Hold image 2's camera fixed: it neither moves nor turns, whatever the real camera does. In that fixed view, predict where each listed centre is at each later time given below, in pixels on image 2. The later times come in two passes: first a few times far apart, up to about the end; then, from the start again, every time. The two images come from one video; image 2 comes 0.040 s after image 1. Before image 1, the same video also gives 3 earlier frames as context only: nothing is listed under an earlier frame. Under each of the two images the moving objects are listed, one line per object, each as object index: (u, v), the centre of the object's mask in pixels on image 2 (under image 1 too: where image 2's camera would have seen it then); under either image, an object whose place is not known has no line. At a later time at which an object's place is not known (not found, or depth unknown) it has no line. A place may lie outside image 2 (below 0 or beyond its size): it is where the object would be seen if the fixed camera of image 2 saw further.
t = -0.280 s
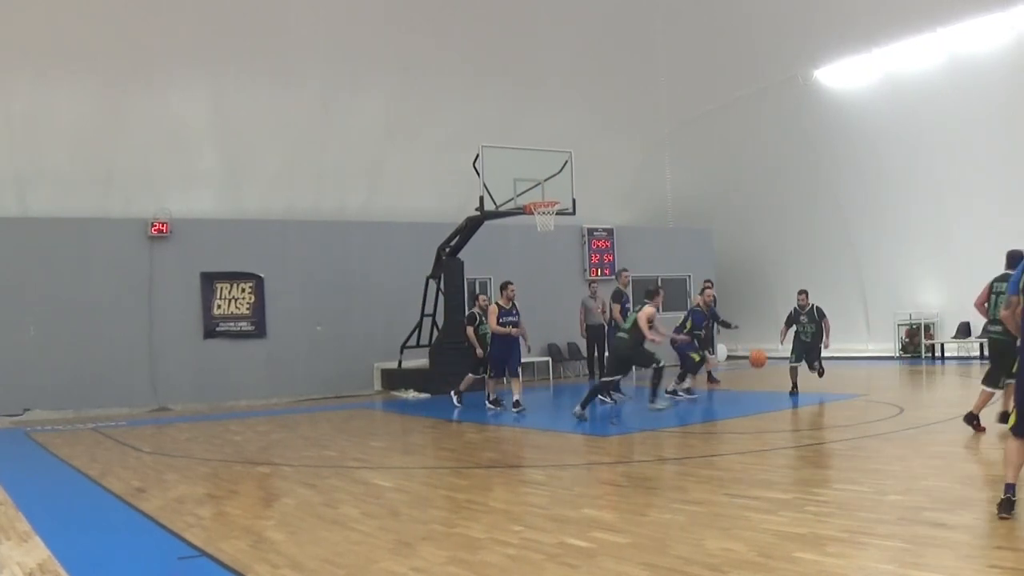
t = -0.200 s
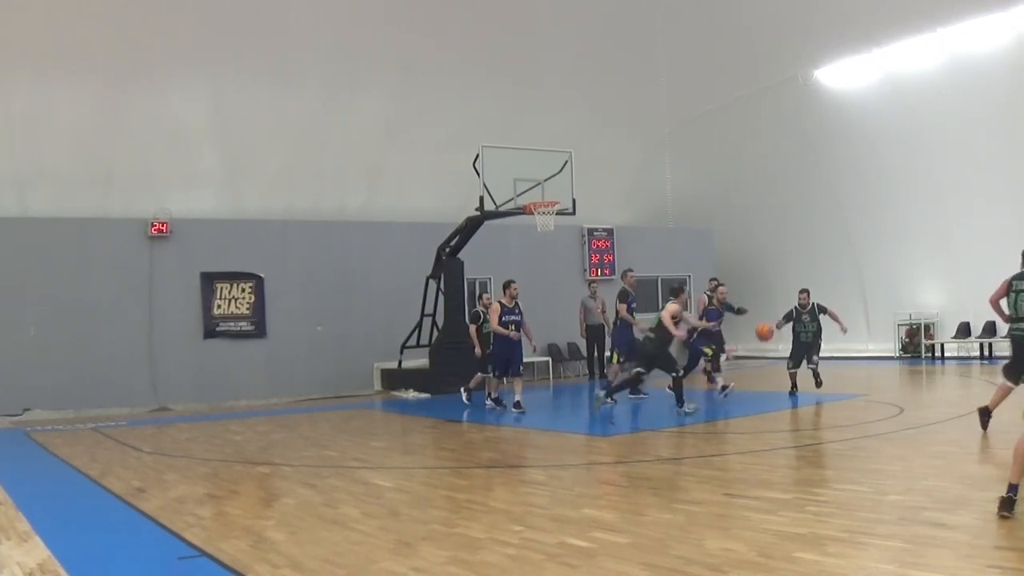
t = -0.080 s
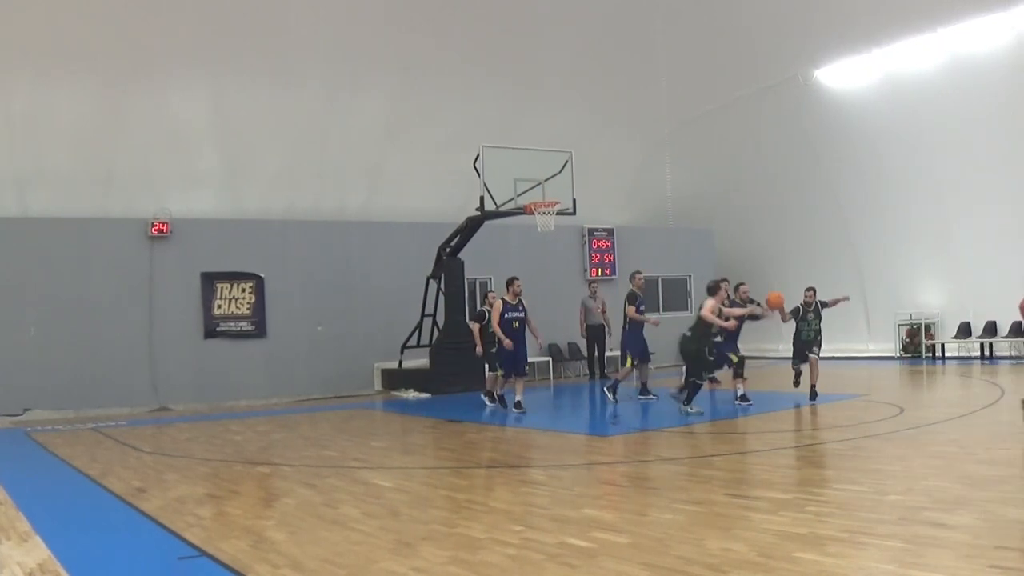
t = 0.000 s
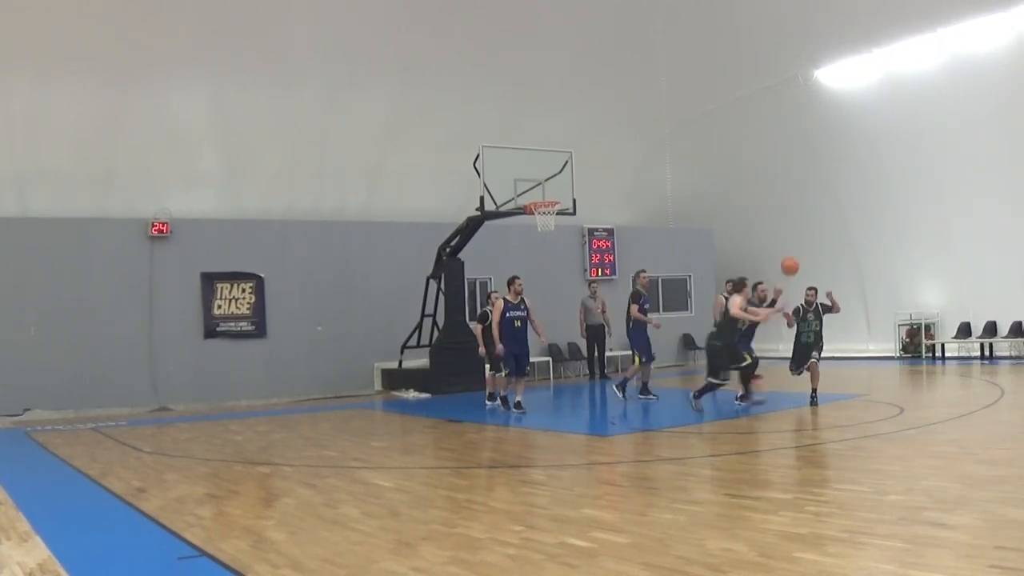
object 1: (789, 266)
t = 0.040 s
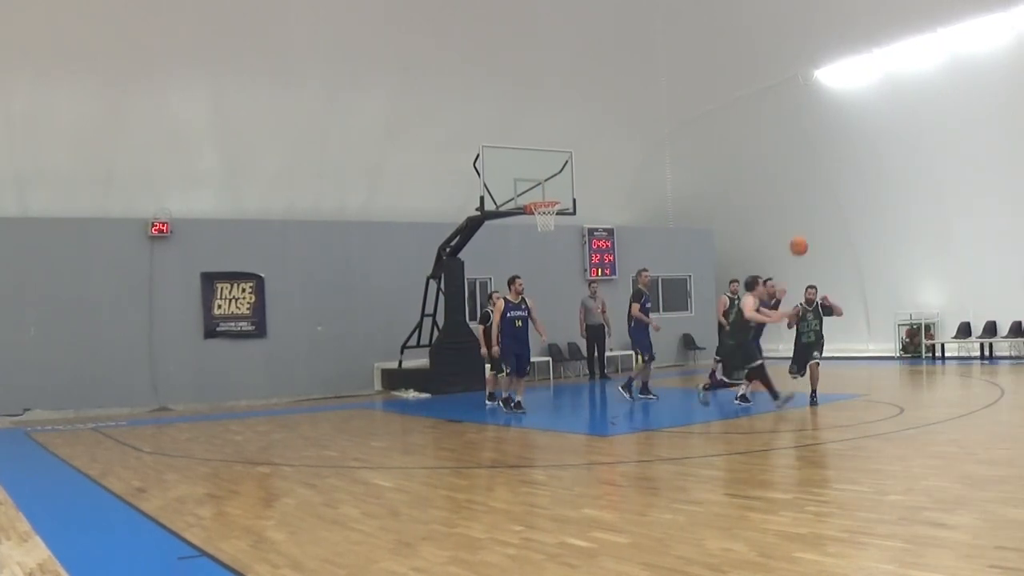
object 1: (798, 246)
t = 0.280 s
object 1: (852, 152)
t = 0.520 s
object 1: (909, 100)
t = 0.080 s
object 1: (807, 228)
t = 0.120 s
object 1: (816, 210)
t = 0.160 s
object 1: (825, 194)
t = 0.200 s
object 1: (834, 179)
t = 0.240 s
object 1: (843, 165)
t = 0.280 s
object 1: (852, 152)
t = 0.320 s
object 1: (861, 141)
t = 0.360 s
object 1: (870, 130)
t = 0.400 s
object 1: (880, 121)
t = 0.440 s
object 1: (889, 113)
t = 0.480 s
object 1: (899, 106)
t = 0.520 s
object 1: (909, 100)
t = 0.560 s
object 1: (919, 96)
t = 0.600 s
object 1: (929, 93)
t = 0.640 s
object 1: (938, 91)
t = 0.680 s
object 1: (947, 90)
